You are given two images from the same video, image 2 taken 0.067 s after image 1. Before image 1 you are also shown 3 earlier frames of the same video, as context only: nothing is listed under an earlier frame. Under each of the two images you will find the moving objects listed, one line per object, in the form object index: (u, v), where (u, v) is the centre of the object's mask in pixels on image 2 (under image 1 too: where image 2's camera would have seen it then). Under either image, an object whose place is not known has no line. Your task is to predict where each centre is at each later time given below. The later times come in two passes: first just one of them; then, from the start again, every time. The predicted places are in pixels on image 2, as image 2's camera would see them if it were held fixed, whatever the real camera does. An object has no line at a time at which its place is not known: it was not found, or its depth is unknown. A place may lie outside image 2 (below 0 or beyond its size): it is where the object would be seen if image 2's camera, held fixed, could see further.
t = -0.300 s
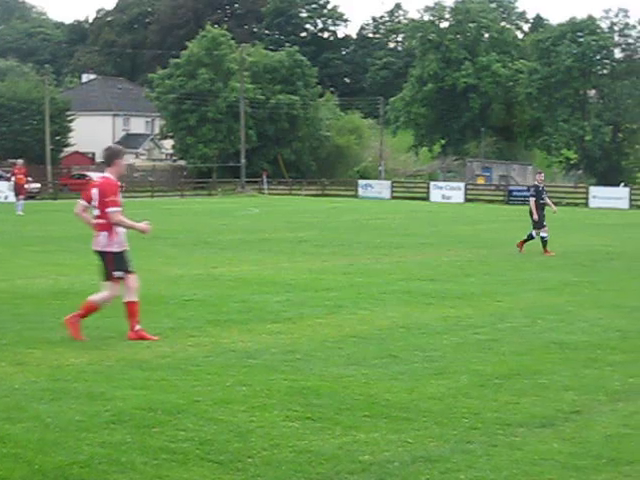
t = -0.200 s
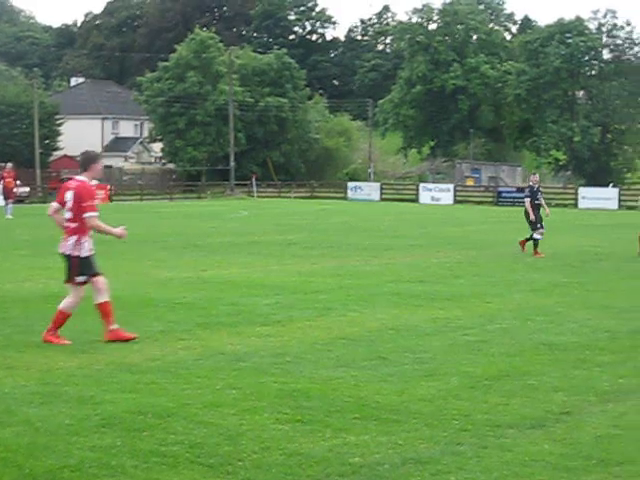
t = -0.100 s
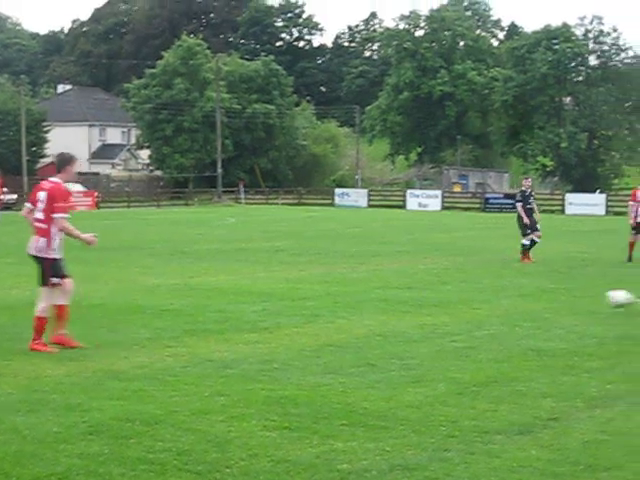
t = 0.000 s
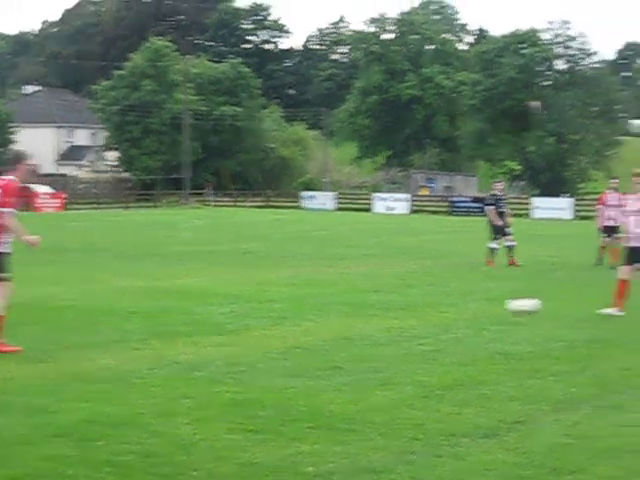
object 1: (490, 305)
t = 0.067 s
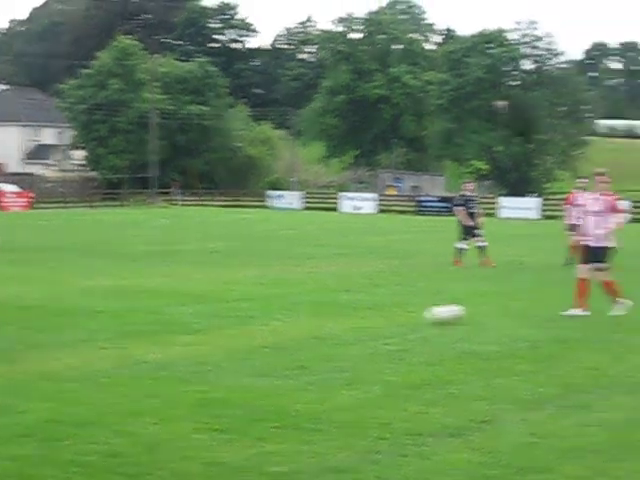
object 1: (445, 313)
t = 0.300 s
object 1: (310, 317)
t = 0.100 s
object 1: (422, 317)
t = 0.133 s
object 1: (404, 316)
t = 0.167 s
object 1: (385, 313)
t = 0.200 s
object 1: (366, 312)
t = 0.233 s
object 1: (347, 313)
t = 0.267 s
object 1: (328, 314)
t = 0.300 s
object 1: (310, 317)
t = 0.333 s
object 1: (291, 321)
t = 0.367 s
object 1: (271, 326)
